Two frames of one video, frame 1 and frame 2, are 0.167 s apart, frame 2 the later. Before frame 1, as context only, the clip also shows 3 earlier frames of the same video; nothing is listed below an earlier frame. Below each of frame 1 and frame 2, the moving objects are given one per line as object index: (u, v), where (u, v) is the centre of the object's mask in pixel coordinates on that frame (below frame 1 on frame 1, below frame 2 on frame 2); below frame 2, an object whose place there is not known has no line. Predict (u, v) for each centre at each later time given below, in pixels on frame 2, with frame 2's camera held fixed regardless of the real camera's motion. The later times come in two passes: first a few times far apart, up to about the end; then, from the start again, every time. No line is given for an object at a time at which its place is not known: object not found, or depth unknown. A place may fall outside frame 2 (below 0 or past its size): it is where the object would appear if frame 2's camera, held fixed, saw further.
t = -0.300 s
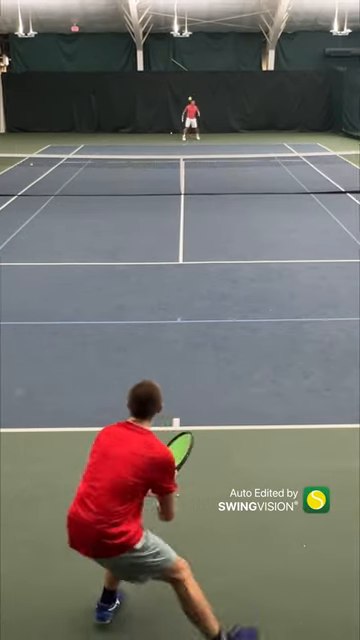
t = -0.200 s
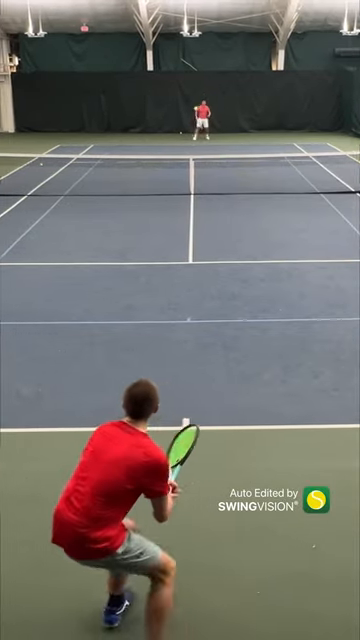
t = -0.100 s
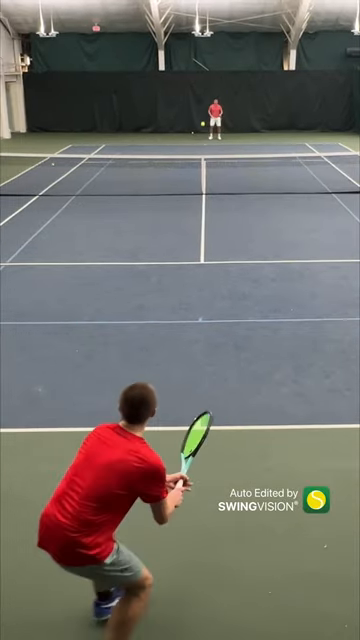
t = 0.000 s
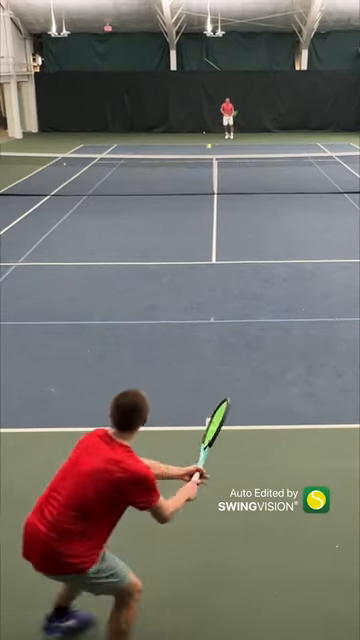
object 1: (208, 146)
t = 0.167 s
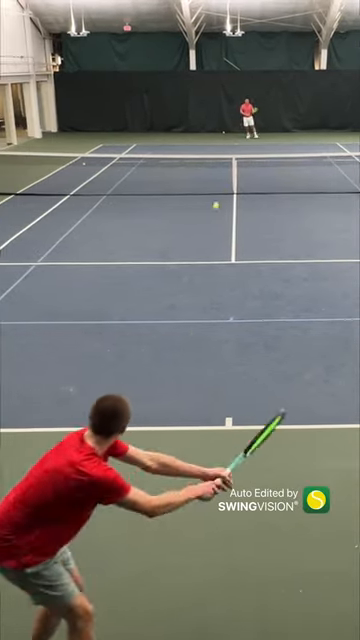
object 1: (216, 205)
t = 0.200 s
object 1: (213, 221)
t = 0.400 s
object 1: (189, 340)
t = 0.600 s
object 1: (167, 343)
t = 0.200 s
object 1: (213, 221)
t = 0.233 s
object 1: (210, 239)
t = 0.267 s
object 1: (206, 258)
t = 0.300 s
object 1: (202, 280)
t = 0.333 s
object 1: (198, 304)
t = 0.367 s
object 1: (193, 331)
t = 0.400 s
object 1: (189, 340)
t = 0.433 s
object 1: (185, 338)
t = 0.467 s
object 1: (182, 337)
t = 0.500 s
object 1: (179, 337)
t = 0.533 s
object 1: (176, 338)
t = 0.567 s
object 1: (172, 340)
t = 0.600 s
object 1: (167, 343)
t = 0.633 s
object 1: (161, 348)
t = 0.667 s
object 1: (156, 354)
